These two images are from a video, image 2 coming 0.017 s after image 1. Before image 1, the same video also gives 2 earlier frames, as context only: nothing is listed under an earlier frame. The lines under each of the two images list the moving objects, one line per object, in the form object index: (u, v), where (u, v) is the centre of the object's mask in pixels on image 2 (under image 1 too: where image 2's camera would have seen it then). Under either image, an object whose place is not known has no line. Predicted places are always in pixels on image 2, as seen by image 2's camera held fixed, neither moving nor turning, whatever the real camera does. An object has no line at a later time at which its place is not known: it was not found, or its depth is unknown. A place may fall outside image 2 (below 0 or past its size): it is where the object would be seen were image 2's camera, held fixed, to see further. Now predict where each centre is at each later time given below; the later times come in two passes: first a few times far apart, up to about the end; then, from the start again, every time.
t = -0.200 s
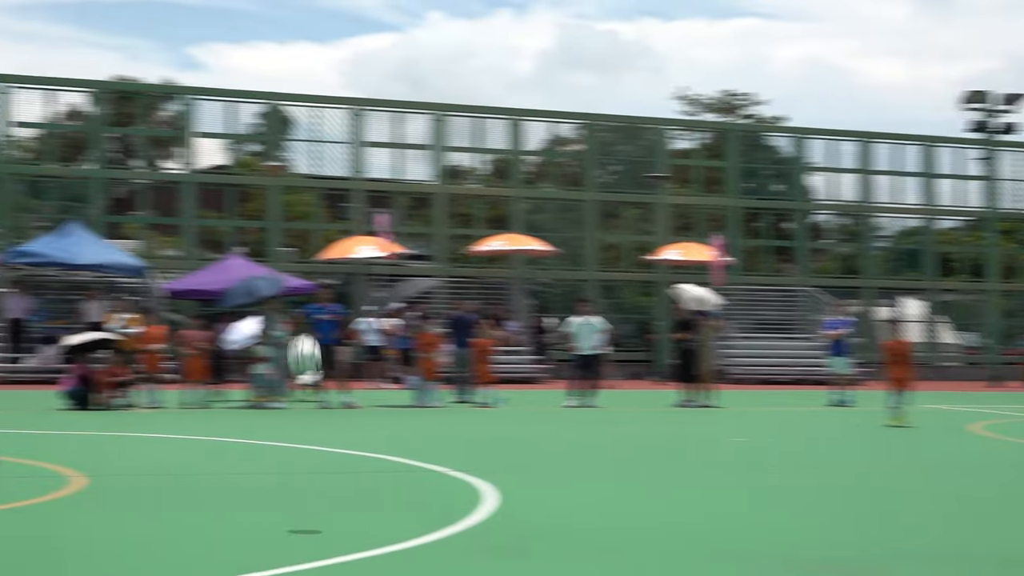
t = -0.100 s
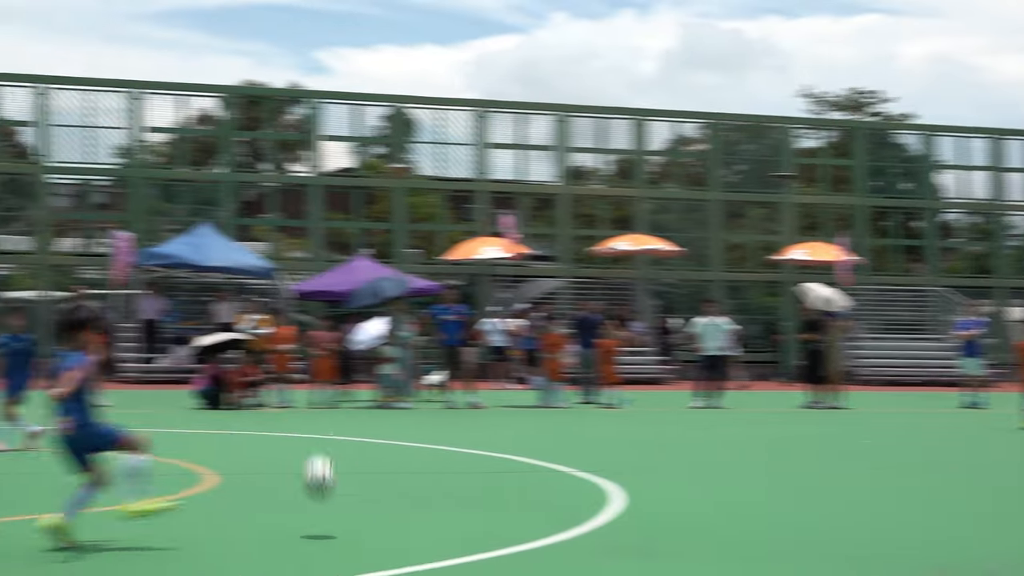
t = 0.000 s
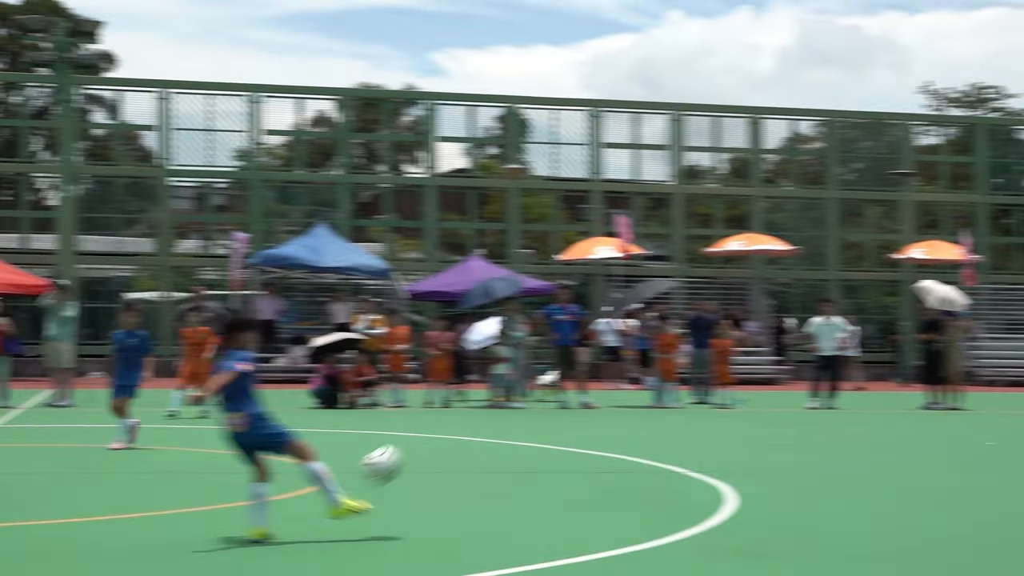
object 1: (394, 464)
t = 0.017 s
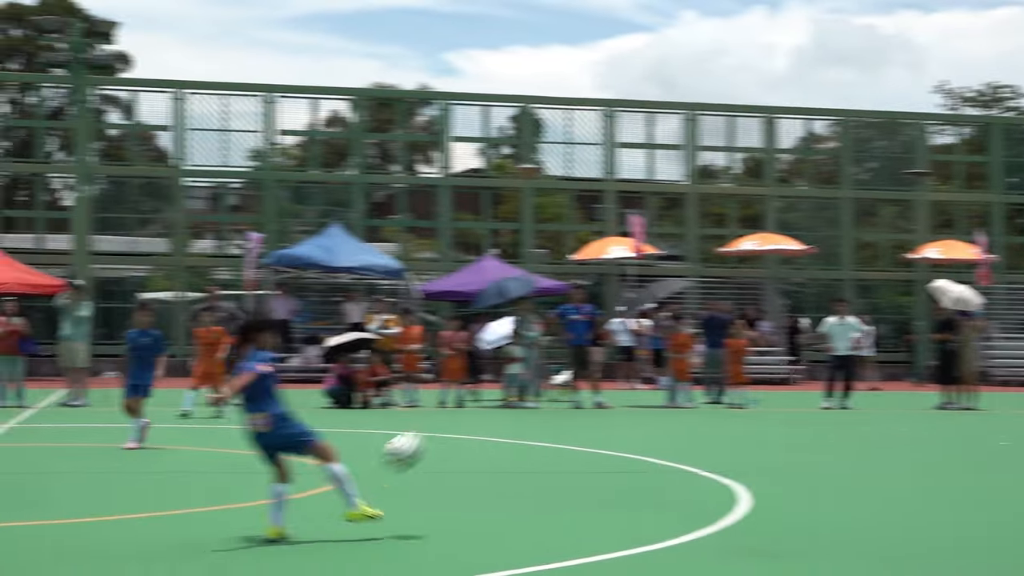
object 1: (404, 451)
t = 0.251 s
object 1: (516, 322)
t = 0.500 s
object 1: (622, 290)
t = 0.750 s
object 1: (722, 352)
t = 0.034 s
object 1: (412, 439)
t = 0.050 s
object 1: (423, 426)
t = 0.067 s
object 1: (430, 414)
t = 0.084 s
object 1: (438, 403)
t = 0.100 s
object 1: (447, 392)
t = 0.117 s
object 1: (454, 382)
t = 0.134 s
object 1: (462, 372)
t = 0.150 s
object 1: (468, 366)
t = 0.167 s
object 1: (477, 357)
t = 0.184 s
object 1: (483, 351)
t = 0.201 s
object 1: (492, 343)
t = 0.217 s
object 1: (500, 335)
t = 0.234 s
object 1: (509, 328)
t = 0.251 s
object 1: (516, 322)
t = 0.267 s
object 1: (524, 316)
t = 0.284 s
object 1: (530, 312)
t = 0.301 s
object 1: (538, 307)
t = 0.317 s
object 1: (546, 304)
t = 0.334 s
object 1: (553, 300)
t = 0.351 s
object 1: (560, 297)
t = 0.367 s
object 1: (568, 294)
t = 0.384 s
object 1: (574, 292)
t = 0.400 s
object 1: (582, 291)
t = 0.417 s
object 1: (589, 290)
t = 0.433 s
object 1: (596, 289)
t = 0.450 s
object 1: (602, 288)
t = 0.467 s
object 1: (609, 289)
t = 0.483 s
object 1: (616, 289)
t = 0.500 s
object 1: (622, 290)
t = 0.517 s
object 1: (629, 291)
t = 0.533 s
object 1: (637, 293)
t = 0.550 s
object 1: (643, 295)
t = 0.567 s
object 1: (650, 297)
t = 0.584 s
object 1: (657, 301)
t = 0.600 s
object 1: (663, 304)
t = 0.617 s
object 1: (670, 308)
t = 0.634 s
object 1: (676, 312)
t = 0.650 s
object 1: (683, 316)
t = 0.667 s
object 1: (690, 321)
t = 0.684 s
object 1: (697, 326)
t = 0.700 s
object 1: (703, 332)
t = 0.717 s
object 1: (709, 339)
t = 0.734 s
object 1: (715, 345)
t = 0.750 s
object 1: (722, 352)
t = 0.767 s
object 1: (728, 359)
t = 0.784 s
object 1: (734, 367)
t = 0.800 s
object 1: (741, 373)
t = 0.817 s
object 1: (747, 381)
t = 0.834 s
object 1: (756, 391)
